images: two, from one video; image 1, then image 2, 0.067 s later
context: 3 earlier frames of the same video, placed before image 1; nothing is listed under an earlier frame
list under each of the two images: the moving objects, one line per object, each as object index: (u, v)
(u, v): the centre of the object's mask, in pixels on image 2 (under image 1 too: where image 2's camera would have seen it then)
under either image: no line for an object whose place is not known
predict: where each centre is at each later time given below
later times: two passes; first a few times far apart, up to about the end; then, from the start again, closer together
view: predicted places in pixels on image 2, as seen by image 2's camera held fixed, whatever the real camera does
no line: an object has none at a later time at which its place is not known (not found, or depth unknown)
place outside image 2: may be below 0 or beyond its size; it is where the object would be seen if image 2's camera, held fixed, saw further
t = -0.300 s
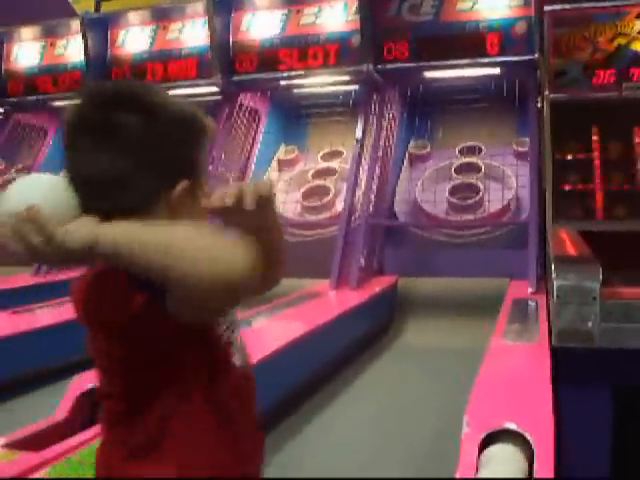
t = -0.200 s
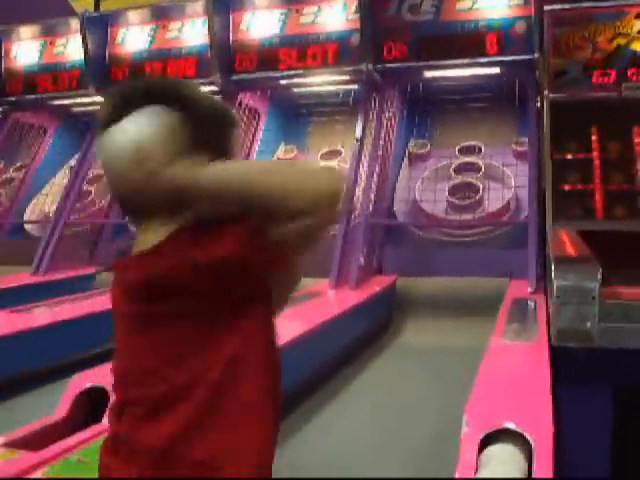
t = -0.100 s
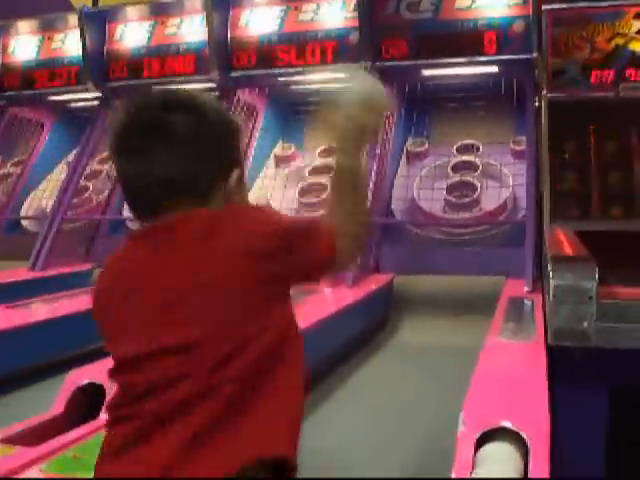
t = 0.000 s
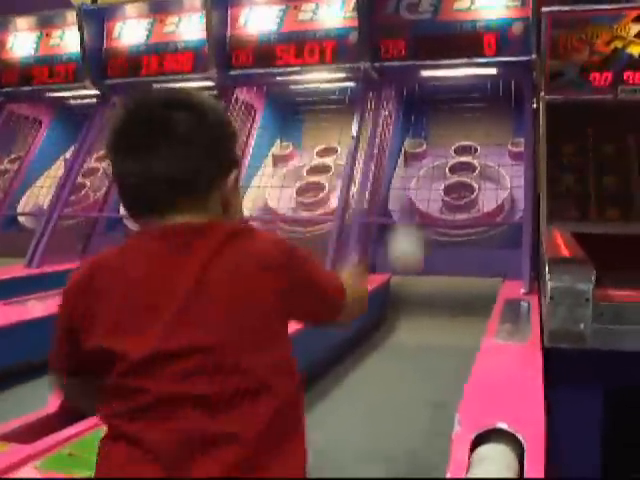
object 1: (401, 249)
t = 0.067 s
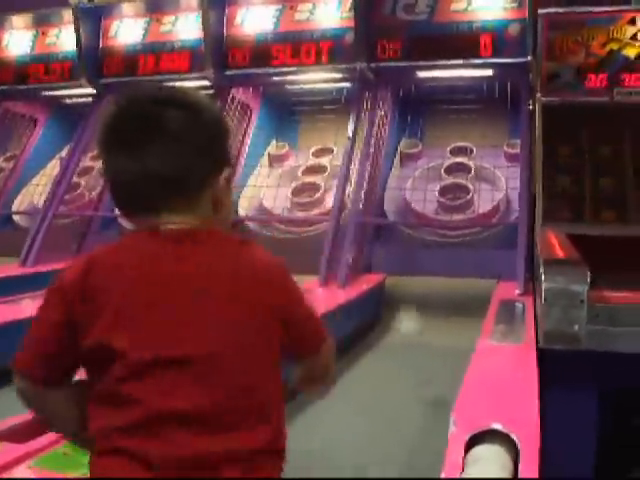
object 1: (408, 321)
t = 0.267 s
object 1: (429, 301)
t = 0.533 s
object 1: (398, 261)
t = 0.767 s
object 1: (396, 334)
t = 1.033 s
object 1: (461, 348)
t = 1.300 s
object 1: (425, 356)
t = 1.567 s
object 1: (399, 369)
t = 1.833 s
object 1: (366, 386)
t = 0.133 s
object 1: (417, 340)
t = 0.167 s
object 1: (421, 324)
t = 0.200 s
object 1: (424, 310)
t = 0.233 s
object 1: (428, 304)
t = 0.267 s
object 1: (429, 301)
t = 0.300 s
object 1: (427, 284)
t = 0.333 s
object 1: (424, 273)
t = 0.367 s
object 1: (420, 266)
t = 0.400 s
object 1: (416, 260)
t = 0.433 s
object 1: (411, 257)
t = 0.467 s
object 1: (407, 255)
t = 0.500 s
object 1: (403, 257)
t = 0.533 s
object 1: (398, 261)
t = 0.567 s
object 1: (393, 266)
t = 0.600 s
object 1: (387, 277)
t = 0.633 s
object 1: (382, 292)
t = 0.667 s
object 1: (377, 306)
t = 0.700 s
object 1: (374, 325)
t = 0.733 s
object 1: (383, 333)
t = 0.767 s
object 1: (396, 334)
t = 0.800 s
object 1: (406, 336)
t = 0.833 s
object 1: (417, 339)
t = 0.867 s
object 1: (429, 342)
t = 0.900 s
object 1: (442, 345)
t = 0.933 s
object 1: (454, 346)
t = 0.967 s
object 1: (464, 347)
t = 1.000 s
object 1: (465, 347)
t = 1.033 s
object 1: (461, 348)
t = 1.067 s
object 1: (456, 350)
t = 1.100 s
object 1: (450, 351)
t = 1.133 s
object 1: (444, 351)
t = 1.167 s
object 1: (438, 352)
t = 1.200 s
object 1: (433, 353)
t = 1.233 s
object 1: (430, 354)
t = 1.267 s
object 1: (427, 355)
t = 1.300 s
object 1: (425, 356)
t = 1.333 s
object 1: (422, 358)
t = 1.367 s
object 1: (419, 360)
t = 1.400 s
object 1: (416, 361)
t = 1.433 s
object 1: (413, 363)
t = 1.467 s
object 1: (411, 364)
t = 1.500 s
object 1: (407, 365)
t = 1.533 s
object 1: (403, 367)
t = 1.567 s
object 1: (399, 369)
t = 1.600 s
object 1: (395, 371)
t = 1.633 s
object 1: (392, 372)
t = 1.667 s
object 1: (388, 374)
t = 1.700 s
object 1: (384, 376)
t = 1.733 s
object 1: (380, 379)
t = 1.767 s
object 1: (375, 381)
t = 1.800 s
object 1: (371, 384)
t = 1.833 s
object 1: (366, 386)
